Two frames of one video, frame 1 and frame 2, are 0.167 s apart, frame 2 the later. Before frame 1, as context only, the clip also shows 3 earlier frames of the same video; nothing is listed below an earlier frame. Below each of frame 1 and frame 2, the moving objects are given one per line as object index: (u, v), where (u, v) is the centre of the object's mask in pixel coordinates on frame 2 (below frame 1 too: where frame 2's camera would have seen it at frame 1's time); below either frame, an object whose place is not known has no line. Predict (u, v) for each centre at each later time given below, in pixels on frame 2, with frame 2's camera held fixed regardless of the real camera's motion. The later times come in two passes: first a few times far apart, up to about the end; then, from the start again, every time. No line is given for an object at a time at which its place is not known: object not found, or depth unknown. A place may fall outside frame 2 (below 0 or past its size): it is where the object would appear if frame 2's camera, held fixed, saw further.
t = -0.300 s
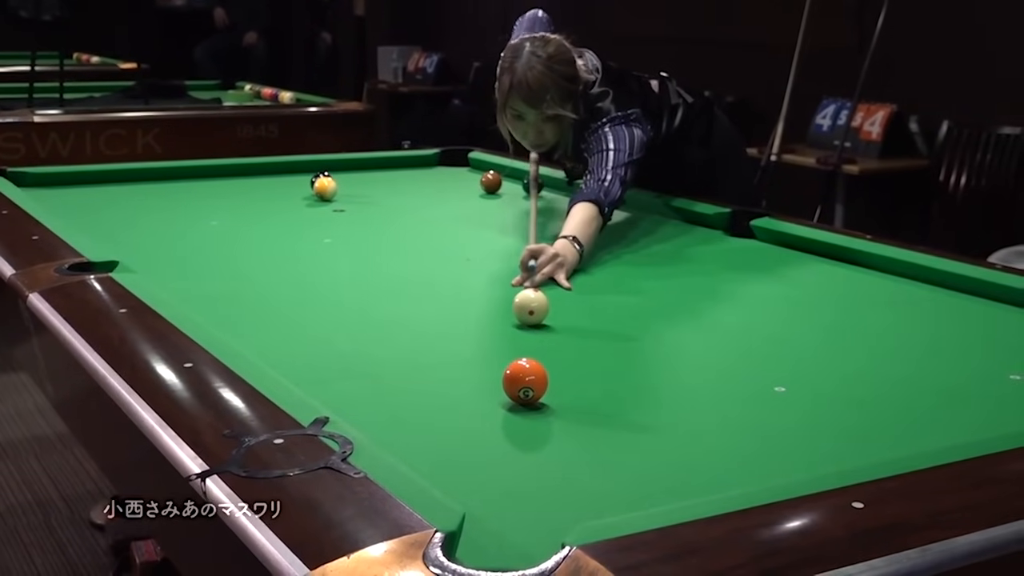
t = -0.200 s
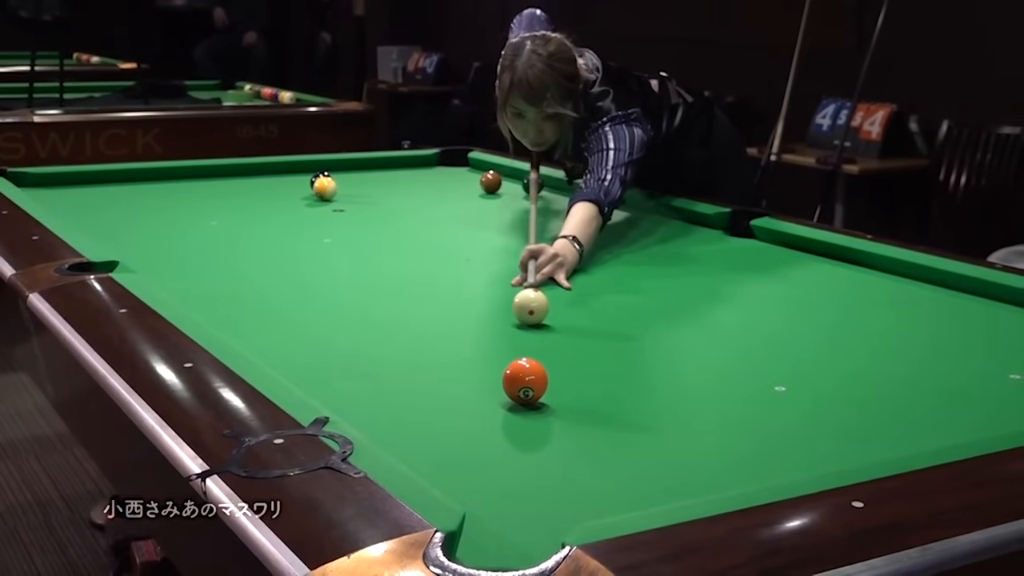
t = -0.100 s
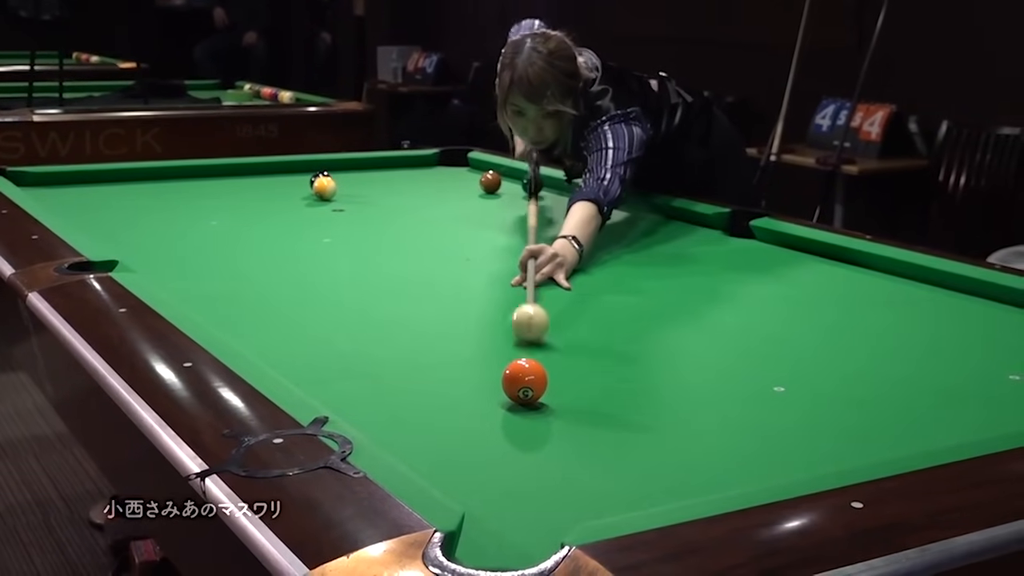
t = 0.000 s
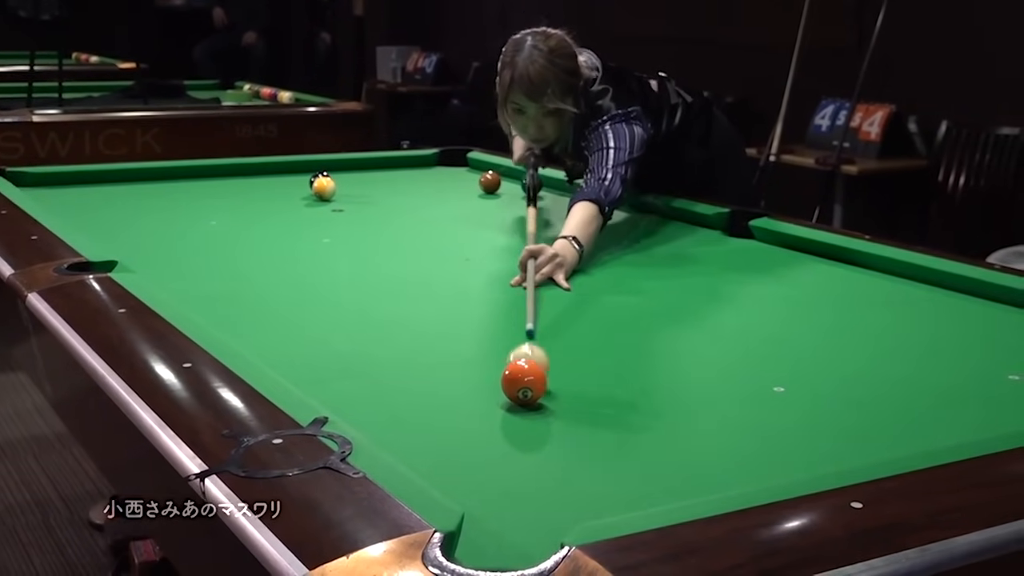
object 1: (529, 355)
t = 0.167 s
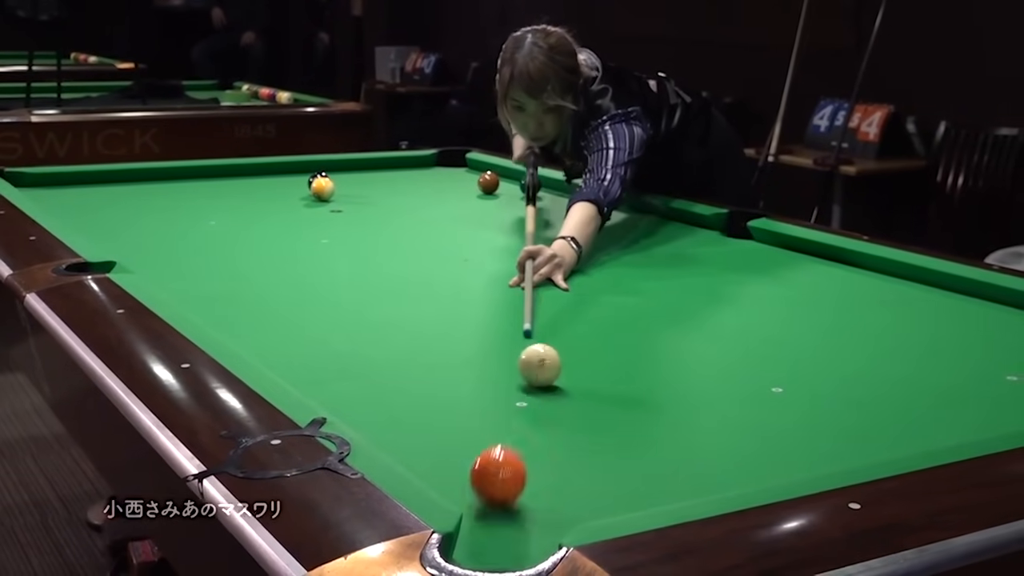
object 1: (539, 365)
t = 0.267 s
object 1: (546, 358)
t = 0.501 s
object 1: (558, 343)
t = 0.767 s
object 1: (570, 329)
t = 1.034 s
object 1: (581, 316)
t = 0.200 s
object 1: (542, 363)
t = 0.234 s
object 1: (544, 360)
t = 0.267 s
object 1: (546, 358)
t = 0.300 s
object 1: (548, 356)
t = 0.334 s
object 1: (549, 354)
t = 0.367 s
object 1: (551, 352)
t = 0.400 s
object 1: (553, 349)
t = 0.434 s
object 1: (554, 347)
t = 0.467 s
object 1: (556, 345)
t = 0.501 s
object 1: (558, 343)
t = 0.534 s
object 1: (559, 341)
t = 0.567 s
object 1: (561, 339)
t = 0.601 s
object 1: (563, 337)
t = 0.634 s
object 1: (564, 335)
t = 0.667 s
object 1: (566, 334)
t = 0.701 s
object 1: (567, 332)
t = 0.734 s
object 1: (569, 330)
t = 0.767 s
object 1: (570, 329)
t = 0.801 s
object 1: (572, 327)
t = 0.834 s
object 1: (573, 325)
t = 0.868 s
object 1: (574, 323)
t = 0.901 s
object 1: (576, 322)
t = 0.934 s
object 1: (577, 321)
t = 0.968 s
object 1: (579, 319)
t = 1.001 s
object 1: (580, 317)
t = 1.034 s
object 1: (581, 316)
